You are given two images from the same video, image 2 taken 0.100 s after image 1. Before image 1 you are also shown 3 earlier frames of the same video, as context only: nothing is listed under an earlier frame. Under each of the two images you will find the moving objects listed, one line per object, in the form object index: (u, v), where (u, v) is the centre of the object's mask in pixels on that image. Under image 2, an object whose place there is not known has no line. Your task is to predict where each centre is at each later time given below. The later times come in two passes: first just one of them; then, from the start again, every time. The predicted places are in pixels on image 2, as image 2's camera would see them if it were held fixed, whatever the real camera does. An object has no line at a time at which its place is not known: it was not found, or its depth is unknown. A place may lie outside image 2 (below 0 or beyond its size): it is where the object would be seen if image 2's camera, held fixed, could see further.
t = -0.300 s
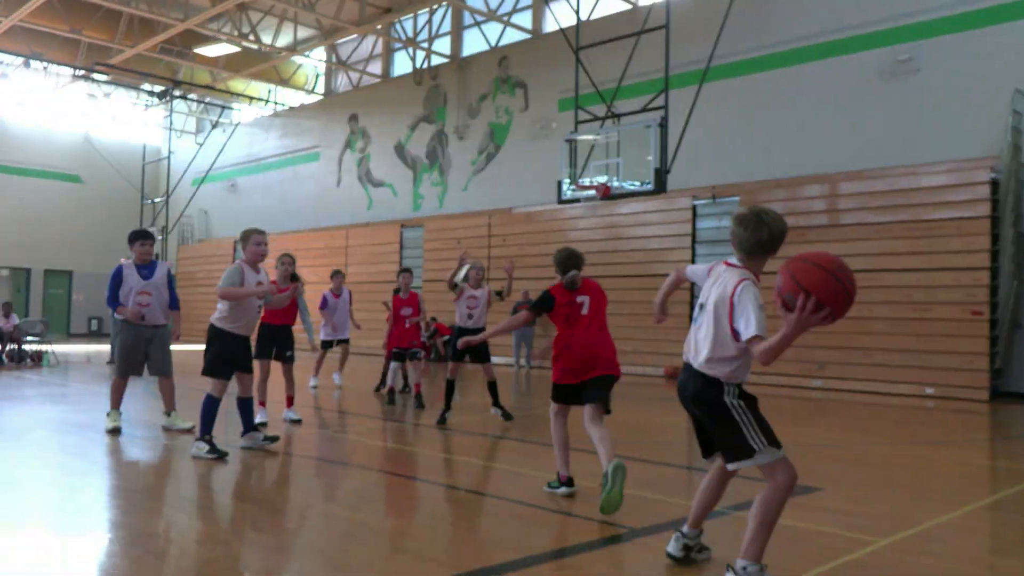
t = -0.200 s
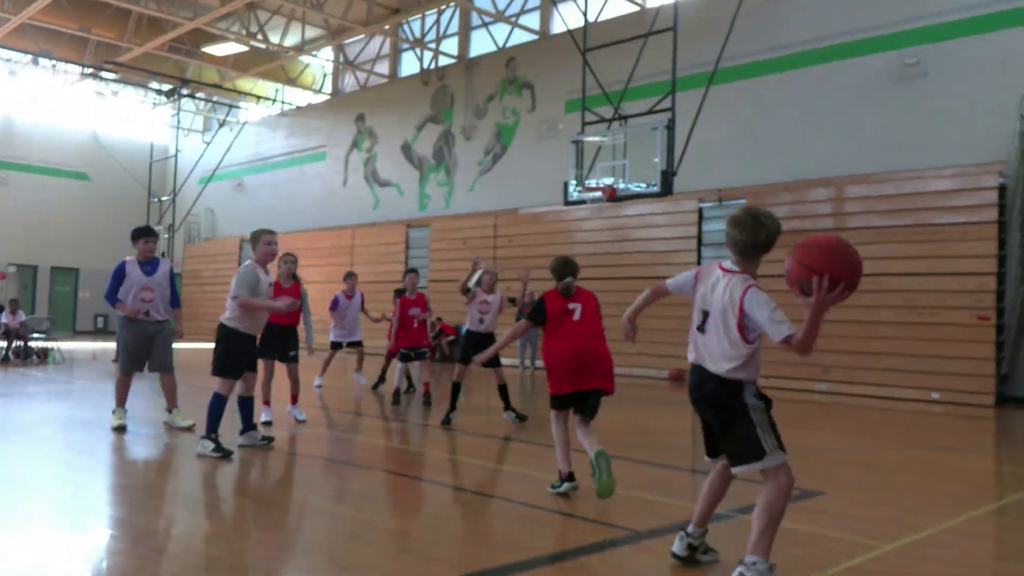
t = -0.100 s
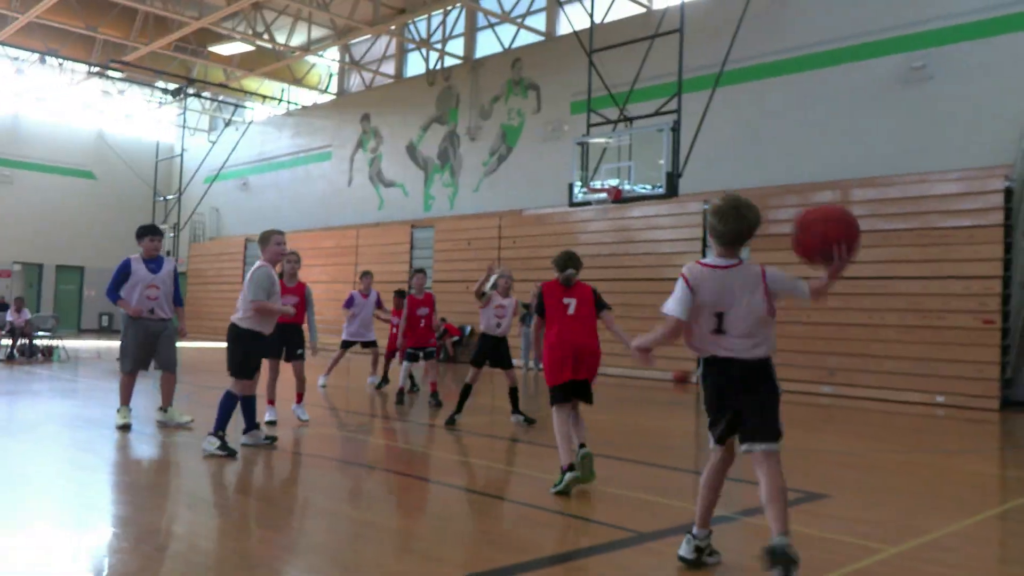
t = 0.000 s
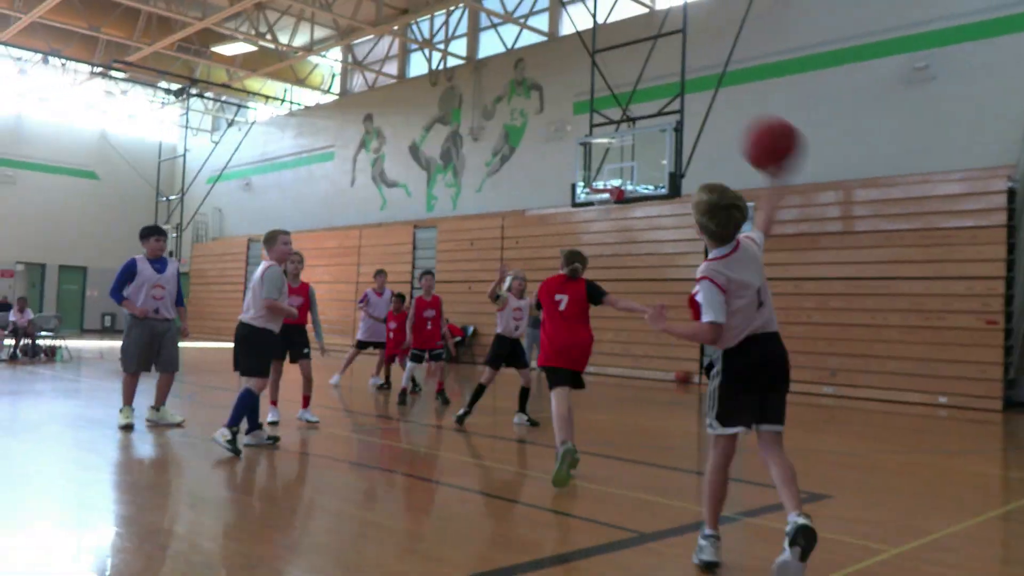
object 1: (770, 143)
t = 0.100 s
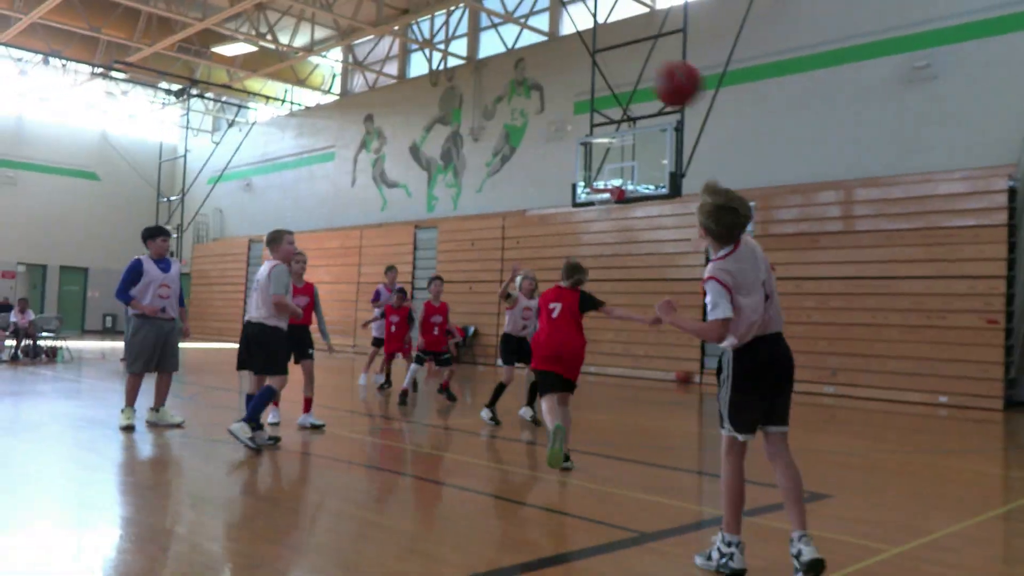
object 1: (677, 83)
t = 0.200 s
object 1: (608, 55)
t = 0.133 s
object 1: (651, 72)
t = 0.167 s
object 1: (629, 64)
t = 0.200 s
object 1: (608, 55)
